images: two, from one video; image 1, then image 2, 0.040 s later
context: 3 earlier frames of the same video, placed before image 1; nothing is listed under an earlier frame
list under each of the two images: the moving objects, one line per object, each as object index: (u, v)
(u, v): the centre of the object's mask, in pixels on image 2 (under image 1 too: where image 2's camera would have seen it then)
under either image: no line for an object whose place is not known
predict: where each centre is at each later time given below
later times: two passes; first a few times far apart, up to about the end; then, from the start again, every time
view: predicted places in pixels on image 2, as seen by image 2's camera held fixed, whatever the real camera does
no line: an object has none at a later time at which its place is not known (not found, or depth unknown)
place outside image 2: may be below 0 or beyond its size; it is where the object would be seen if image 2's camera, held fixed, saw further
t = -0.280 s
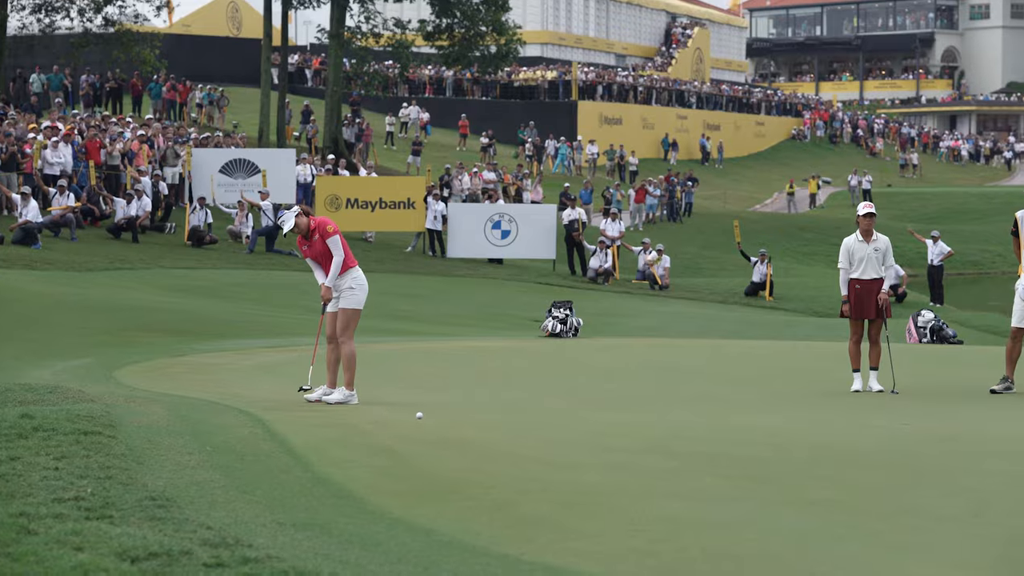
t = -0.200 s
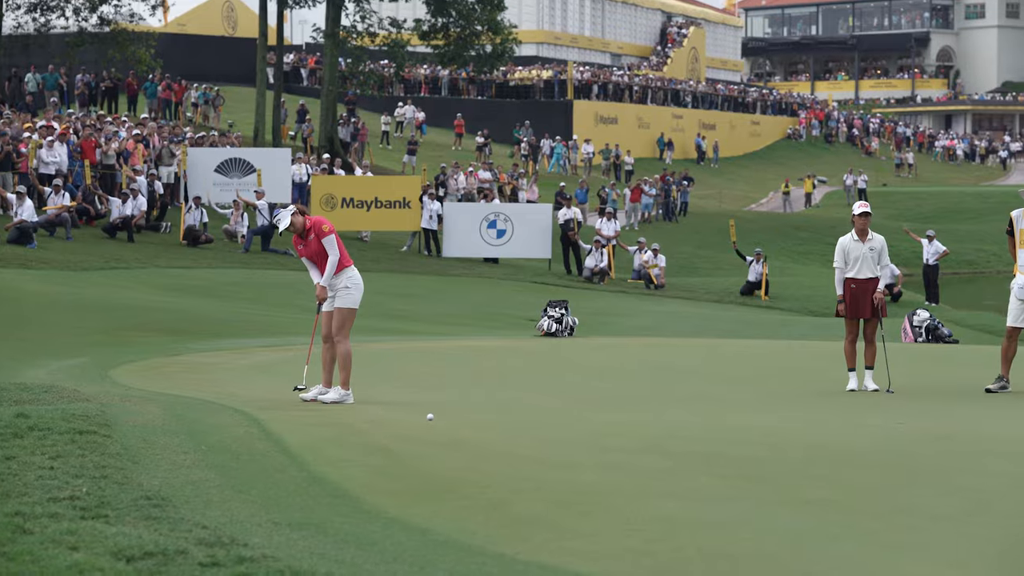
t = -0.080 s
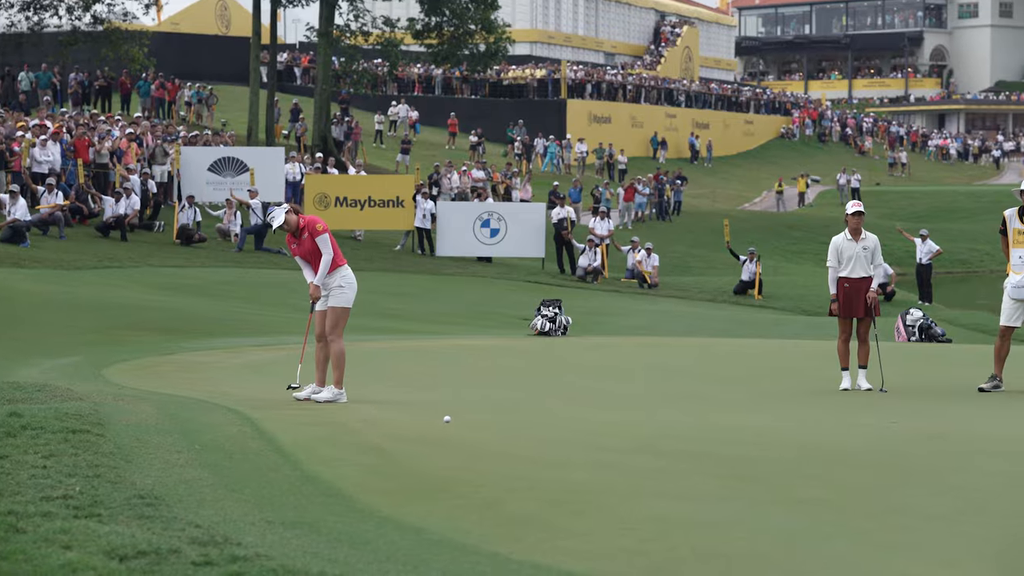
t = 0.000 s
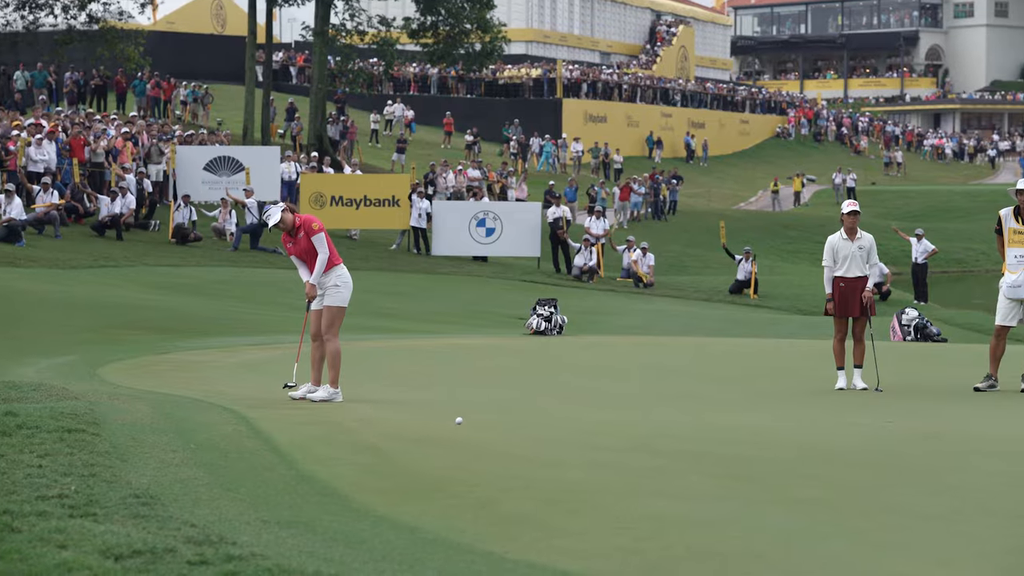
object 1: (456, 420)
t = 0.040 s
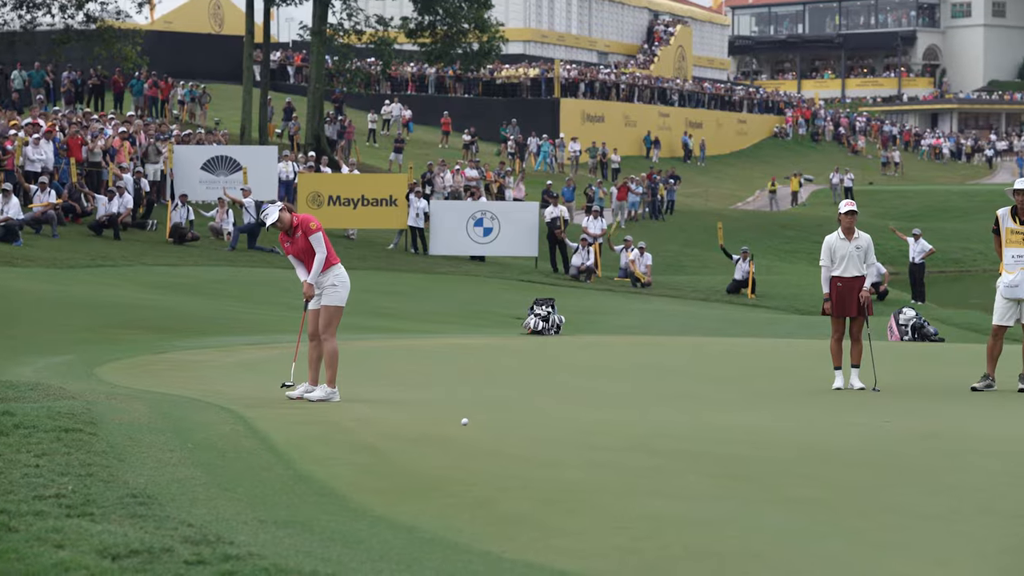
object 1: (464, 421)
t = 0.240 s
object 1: (508, 427)
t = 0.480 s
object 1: (562, 434)
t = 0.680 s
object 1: (610, 441)
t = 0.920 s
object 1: (669, 449)
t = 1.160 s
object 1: (729, 457)
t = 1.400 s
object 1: (791, 463)
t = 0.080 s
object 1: (473, 422)
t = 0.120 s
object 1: (481, 423)
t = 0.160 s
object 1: (490, 425)
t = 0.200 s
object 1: (499, 426)
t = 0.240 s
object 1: (508, 427)
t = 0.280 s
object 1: (516, 428)
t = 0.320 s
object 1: (525, 429)
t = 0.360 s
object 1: (535, 431)
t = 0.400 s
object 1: (544, 432)
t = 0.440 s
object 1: (553, 433)
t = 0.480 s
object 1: (562, 434)
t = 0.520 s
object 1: (572, 436)
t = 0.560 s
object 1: (581, 437)
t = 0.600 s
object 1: (591, 438)
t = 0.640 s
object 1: (600, 439)
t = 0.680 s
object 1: (610, 441)
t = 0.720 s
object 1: (620, 443)
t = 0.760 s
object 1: (630, 444)
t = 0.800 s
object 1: (639, 446)
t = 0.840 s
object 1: (649, 446)
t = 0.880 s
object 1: (659, 448)
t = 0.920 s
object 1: (669, 449)
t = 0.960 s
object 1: (679, 450)
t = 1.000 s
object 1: (689, 451)
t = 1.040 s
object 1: (699, 452)
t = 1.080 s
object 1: (709, 454)
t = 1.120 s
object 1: (720, 455)
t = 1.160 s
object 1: (729, 457)
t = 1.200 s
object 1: (740, 459)
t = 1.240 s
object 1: (750, 459)
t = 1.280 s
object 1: (760, 460)
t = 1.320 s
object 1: (770, 461)
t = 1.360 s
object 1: (781, 462)
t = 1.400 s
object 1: (791, 463)
